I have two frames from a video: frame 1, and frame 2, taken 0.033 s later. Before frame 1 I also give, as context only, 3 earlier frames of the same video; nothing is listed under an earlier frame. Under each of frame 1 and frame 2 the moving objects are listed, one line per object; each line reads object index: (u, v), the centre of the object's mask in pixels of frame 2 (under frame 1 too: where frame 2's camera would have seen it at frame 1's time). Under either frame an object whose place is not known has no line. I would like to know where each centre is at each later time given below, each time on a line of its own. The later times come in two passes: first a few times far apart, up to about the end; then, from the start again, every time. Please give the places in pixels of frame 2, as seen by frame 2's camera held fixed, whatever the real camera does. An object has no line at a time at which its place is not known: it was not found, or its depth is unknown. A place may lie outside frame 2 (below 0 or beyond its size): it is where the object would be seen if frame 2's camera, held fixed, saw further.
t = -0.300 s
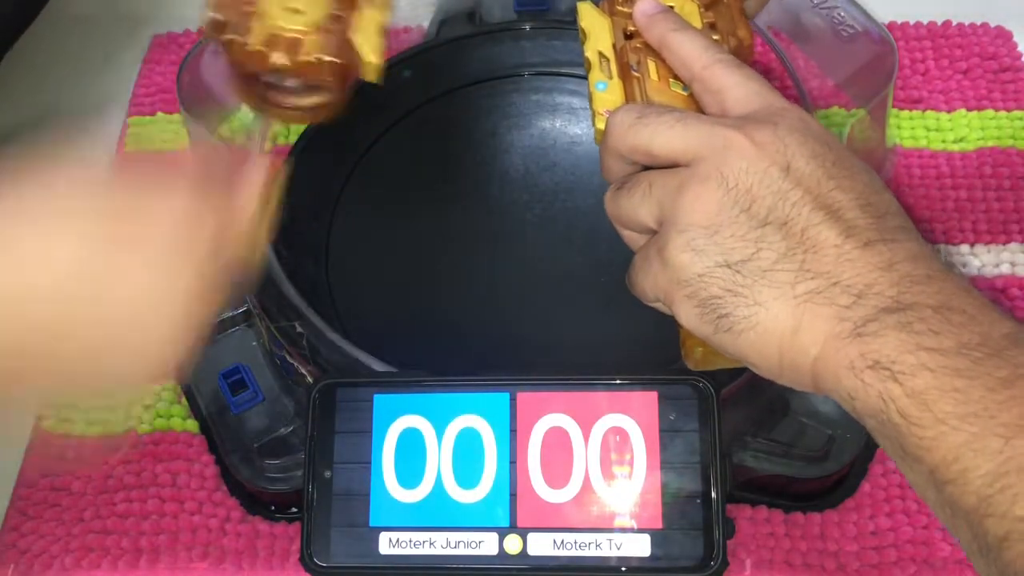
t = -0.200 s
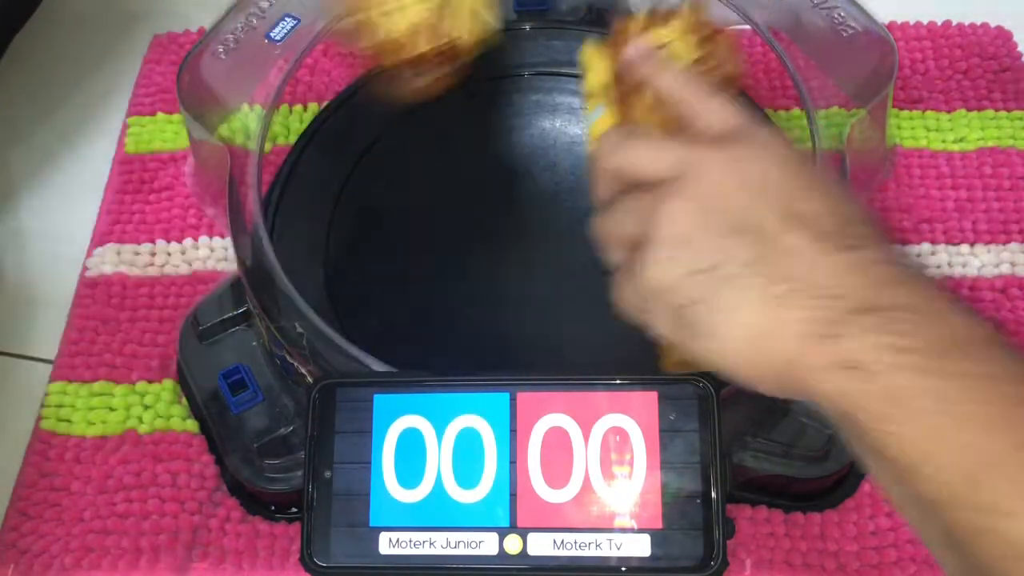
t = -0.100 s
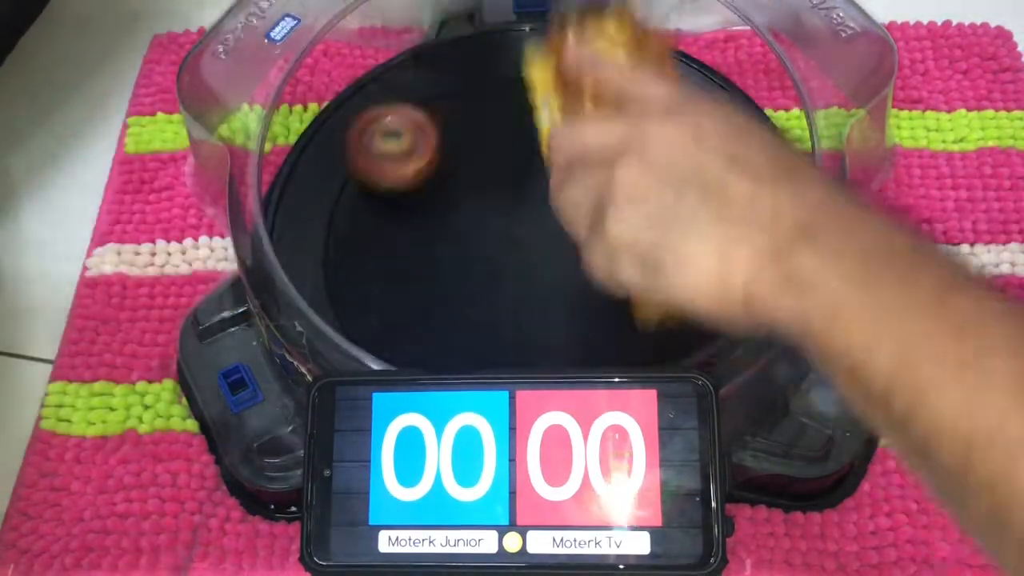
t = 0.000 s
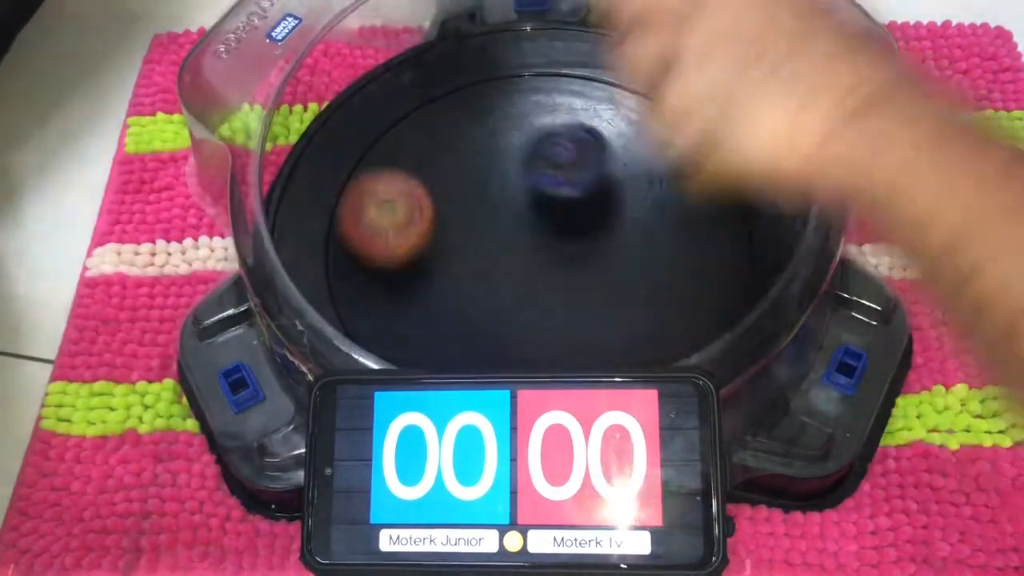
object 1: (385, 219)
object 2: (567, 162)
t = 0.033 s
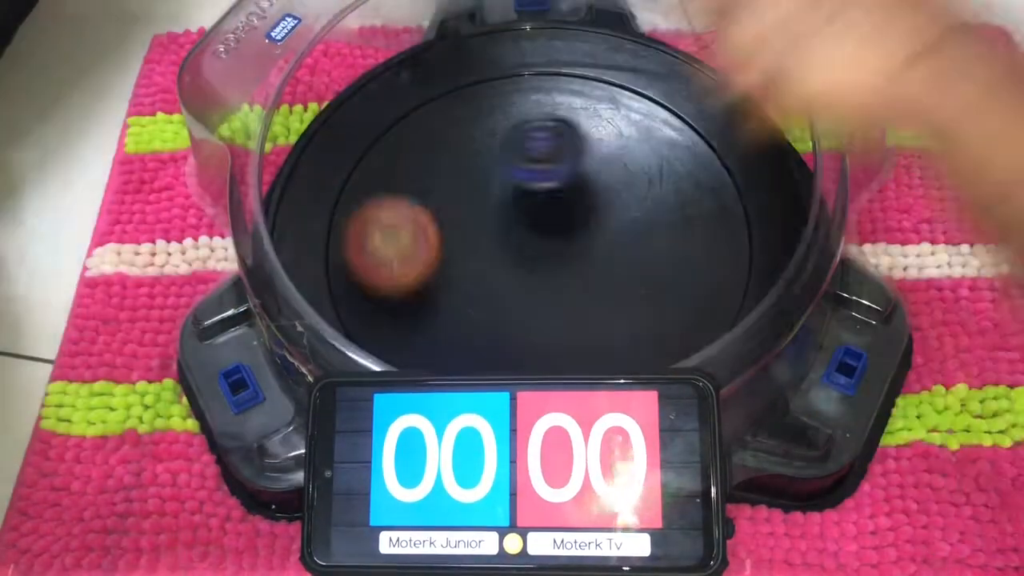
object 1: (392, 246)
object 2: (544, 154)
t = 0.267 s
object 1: (704, 308)
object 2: (388, 222)
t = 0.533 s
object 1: (348, 171)
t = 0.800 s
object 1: (621, 265)
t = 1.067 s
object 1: (307, 189)
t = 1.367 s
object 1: (564, 357)
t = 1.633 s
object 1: (650, 79)
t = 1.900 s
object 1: (462, 357)
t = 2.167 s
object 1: (680, 99)
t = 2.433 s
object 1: (414, 342)
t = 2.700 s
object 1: (742, 185)
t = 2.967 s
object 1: (385, 135)
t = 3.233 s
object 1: (527, 320)
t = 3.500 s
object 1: (721, 143)
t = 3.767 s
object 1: (438, 87)
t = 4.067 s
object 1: (471, 362)
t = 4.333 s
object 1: (713, 144)
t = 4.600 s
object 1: (441, 103)
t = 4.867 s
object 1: (446, 357)
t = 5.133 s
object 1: (726, 275)
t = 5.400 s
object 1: (529, 87)
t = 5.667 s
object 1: (336, 263)
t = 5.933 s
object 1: (600, 350)
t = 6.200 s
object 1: (623, 156)
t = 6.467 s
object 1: (314, 239)
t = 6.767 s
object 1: (636, 347)
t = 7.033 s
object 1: (735, 170)
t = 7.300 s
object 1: (597, 109)
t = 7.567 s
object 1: (493, 208)
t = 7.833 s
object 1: (500, 339)
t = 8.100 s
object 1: (597, 336)
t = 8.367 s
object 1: (574, 219)
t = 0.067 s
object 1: (400, 279)
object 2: (522, 159)
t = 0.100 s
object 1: (421, 321)
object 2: (501, 170)
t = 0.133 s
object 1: (462, 346)
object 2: (475, 172)
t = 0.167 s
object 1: (523, 357)
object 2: (449, 181)
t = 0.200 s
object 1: (606, 357)
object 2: (426, 192)
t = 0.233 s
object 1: (660, 341)
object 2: (406, 206)
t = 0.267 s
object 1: (704, 308)
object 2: (388, 222)
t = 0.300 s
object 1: (738, 262)
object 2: (374, 243)
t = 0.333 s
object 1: (744, 204)
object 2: (363, 266)
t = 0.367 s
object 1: (723, 147)
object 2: (360, 291)
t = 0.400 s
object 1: (676, 96)
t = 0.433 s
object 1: (595, 60)
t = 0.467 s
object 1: (498, 60)
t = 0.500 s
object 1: (414, 96)
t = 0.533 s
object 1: (348, 171)
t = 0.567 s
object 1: (339, 262)
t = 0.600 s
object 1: (403, 335)
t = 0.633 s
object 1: (497, 361)
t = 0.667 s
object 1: (556, 357)
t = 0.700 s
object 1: (600, 349)
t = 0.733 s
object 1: (621, 332)
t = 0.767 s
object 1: (626, 303)
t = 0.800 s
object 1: (621, 265)
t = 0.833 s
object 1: (609, 227)
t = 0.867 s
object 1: (592, 187)
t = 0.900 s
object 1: (569, 154)
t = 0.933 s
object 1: (513, 157)
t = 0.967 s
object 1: (455, 162)
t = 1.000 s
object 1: (398, 167)
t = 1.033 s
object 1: (341, 173)
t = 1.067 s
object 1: (307, 189)
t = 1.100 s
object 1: (306, 213)
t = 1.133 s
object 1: (320, 232)
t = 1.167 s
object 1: (336, 253)
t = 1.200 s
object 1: (352, 277)
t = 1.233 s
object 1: (370, 308)
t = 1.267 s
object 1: (401, 337)
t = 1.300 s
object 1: (441, 355)
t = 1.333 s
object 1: (500, 361)
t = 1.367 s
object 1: (564, 357)
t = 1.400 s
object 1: (623, 348)
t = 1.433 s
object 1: (672, 335)
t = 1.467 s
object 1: (713, 307)
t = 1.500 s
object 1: (740, 261)
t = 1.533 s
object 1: (748, 215)
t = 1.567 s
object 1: (733, 162)
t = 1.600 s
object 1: (700, 117)
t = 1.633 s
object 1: (650, 79)
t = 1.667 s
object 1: (577, 58)
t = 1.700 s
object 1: (495, 63)
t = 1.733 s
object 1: (424, 91)
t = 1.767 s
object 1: (365, 145)
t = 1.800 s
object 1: (338, 217)
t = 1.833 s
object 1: (351, 283)
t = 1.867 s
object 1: (400, 334)
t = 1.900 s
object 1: (462, 357)
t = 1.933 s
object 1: (546, 361)
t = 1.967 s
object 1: (619, 355)
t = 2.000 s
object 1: (670, 336)
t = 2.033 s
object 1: (718, 310)
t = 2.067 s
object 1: (742, 255)
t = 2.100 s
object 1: (745, 201)
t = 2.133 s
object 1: (724, 147)
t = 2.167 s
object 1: (680, 99)
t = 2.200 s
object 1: (612, 65)
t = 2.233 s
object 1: (529, 58)
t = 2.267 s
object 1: (455, 74)
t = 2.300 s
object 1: (389, 116)
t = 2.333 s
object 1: (347, 179)
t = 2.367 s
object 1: (337, 249)
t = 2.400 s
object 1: (366, 305)
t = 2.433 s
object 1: (414, 342)
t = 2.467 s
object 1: (469, 359)
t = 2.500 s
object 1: (543, 361)
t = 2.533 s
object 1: (607, 356)
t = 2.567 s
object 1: (656, 343)
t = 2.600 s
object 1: (702, 326)
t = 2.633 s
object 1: (734, 285)
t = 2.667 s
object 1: (747, 237)
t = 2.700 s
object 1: (742, 185)
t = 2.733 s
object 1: (718, 135)
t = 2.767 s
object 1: (674, 94)
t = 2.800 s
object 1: (607, 65)
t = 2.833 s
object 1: (547, 56)
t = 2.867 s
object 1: (488, 64)
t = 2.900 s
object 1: (435, 85)
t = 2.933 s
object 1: (408, 112)
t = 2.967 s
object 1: (385, 135)
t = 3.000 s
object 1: (366, 161)
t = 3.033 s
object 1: (356, 192)
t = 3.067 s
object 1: (359, 225)
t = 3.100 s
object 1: (375, 257)
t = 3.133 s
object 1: (402, 285)
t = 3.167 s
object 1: (440, 305)
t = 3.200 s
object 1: (482, 316)
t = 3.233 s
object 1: (527, 320)
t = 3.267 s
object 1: (574, 315)
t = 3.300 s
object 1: (621, 303)
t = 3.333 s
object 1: (663, 282)
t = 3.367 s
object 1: (699, 258)
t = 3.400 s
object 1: (727, 228)
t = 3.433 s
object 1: (746, 196)
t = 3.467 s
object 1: (739, 166)
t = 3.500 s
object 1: (721, 143)
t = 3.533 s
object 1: (697, 120)
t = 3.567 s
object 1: (670, 100)
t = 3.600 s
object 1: (636, 78)
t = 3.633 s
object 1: (595, 67)
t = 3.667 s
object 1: (555, 61)
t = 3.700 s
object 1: (512, 64)
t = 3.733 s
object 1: (474, 72)
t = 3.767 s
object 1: (438, 87)
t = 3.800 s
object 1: (408, 109)
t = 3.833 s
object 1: (383, 137)
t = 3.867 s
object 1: (363, 175)
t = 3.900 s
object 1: (351, 215)
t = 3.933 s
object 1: (351, 262)
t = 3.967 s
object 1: (364, 298)
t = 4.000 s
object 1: (391, 329)
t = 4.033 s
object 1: (425, 352)
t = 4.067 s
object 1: (471, 362)
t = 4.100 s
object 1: (542, 364)
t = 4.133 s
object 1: (610, 357)
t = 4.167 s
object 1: (663, 340)
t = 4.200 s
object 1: (710, 317)
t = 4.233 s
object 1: (731, 270)
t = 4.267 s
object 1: (741, 226)
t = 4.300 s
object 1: (733, 181)
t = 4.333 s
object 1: (713, 144)
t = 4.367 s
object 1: (690, 115)
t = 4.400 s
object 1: (659, 94)
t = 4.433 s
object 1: (626, 77)
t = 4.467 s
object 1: (589, 68)
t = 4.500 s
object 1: (552, 66)
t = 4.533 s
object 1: (514, 72)
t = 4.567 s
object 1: (477, 84)
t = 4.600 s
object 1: (441, 103)
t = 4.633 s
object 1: (408, 129)
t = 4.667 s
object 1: (381, 162)
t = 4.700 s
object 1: (360, 201)
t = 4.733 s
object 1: (349, 242)
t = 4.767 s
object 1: (352, 283)
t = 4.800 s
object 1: (369, 316)
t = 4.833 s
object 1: (405, 342)
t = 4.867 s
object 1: (446, 357)
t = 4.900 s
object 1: (497, 362)
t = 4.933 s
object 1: (545, 362)
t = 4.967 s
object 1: (594, 359)
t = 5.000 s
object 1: (634, 351)
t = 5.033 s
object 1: (672, 342)
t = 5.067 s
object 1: (696, 327)
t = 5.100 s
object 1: (714, 304)
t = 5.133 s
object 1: (726, 275)
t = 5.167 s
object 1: (731, 246)
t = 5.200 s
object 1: (726, 215)
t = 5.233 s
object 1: (712, 184)
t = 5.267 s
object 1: (688, 155)
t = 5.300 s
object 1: (658, 130)
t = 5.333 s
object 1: (619, 109)
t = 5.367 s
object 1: (576, 95)
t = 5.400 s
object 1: (529, 87)
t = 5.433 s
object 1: (490, 87)
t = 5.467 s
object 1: (453, 95)
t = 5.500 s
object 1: (418, 108)
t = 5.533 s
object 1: (388, 126)
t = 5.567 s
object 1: (360, 150)
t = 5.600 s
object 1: (336, 184)
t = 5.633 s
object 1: (331, 224)
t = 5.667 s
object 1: (336, 263)
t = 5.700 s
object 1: (354, 297)
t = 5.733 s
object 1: (384, 327)
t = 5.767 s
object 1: (414, 346)
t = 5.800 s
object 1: (445, 355)
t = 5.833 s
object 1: (480, 360)
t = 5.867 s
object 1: (520, 359)
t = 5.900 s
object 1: (563, 356)
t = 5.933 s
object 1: (600, 350)
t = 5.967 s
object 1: (637, 339)
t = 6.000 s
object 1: (663, 320)
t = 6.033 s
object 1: (688, 291)
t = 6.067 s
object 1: (697, 258)
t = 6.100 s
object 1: (690, 229)
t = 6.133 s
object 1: (676, 200)
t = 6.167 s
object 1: (656, 171)
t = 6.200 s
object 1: (623, 156)
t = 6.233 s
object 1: (585, 147)
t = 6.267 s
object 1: (548, 136)
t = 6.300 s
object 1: (508, 127)
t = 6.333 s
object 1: (468, 123)
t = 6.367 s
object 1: (426, 130)
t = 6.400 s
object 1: (373, 167)
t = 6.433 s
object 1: (329, 206)
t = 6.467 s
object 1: (314, 239)
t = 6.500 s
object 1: (317, 271)
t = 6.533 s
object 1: (348, 302)
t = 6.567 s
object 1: (382, 329)
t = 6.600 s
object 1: (420, 346)
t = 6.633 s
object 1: (461, 356)
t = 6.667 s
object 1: (507, 358)
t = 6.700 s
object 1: (556, 358)
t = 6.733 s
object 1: (601, 354)
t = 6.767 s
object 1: (636, 347)
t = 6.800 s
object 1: (678, 342)
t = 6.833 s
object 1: (724, 342)
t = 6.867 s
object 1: (748, 319)
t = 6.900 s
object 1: (750, 286)
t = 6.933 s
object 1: (743, 253)
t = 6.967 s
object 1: (744, 225)
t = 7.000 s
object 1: (745, 196)
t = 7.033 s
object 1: (735, 170)
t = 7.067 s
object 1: (728, 150)
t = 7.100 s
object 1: (711, 138)
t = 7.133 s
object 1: (691, 128)
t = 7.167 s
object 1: (669, 121)
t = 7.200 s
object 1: (648, 116)
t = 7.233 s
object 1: (627, 112)
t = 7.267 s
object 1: (611, 109)
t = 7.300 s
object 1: (597, 109)
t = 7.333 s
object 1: (585, 113)
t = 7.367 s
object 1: (571, 119)
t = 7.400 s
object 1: (556, 128)
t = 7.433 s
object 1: (542, 139)
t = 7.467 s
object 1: (527, 153)
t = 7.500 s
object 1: (516, 169)
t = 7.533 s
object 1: (504, 188)
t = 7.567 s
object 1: (493, 208)
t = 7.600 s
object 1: (486, 225)
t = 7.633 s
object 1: (482, 246)
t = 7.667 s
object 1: (477, 268)
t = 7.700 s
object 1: (477, 286)
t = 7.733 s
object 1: (479, 304)
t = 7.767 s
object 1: (485, 322)
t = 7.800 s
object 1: (492, 332)
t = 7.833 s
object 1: (500, 339)
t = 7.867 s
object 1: (511, 344)
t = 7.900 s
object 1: (521, 348)
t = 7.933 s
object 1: (536, 350)
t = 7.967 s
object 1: (552, 350)
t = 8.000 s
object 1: (566, 350)
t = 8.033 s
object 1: (578, 347)
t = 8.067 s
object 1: (589, 342)
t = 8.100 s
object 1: (597, 336)
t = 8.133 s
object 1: (603, 330)
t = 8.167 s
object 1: (606, 320)
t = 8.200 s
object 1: (608, 305)
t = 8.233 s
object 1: (606, 288)
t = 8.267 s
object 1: (601, 270)
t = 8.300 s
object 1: (594, 254)
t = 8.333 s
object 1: (585, 236)
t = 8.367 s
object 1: (574, 219)
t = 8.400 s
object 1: (562, 205)
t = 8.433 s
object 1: (549, 191)
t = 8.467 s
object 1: (535, 179)
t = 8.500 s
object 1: (521, 167)
